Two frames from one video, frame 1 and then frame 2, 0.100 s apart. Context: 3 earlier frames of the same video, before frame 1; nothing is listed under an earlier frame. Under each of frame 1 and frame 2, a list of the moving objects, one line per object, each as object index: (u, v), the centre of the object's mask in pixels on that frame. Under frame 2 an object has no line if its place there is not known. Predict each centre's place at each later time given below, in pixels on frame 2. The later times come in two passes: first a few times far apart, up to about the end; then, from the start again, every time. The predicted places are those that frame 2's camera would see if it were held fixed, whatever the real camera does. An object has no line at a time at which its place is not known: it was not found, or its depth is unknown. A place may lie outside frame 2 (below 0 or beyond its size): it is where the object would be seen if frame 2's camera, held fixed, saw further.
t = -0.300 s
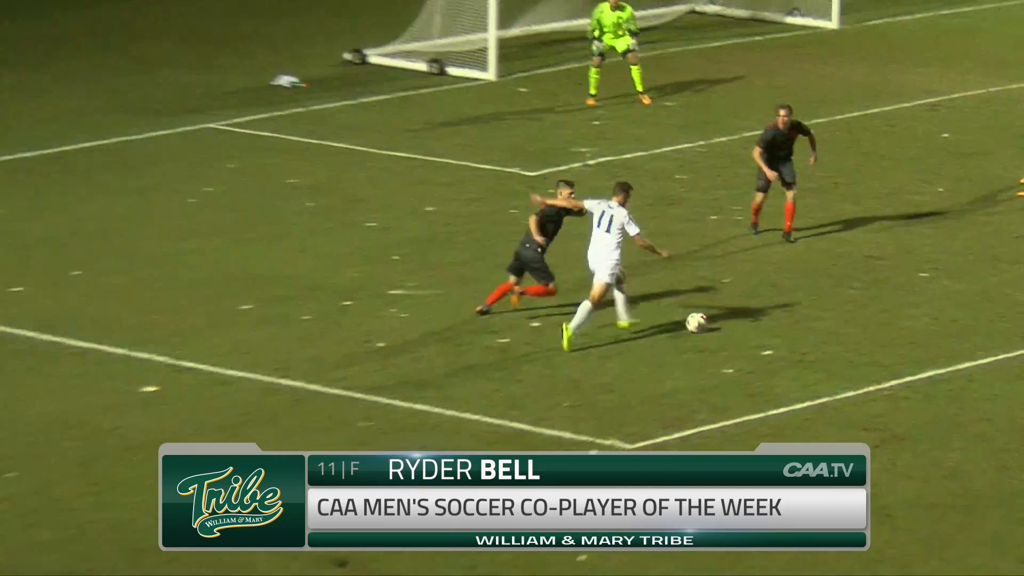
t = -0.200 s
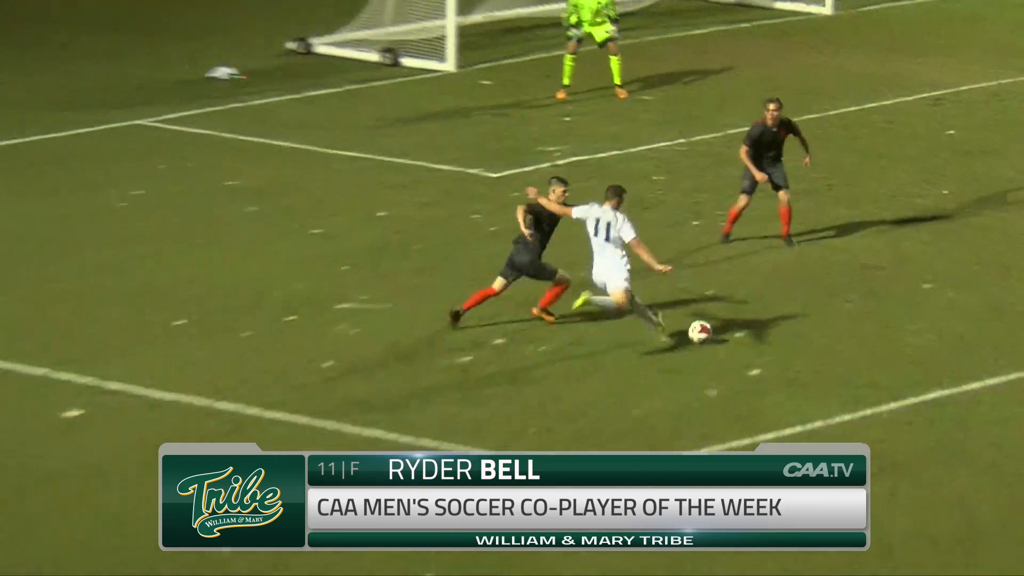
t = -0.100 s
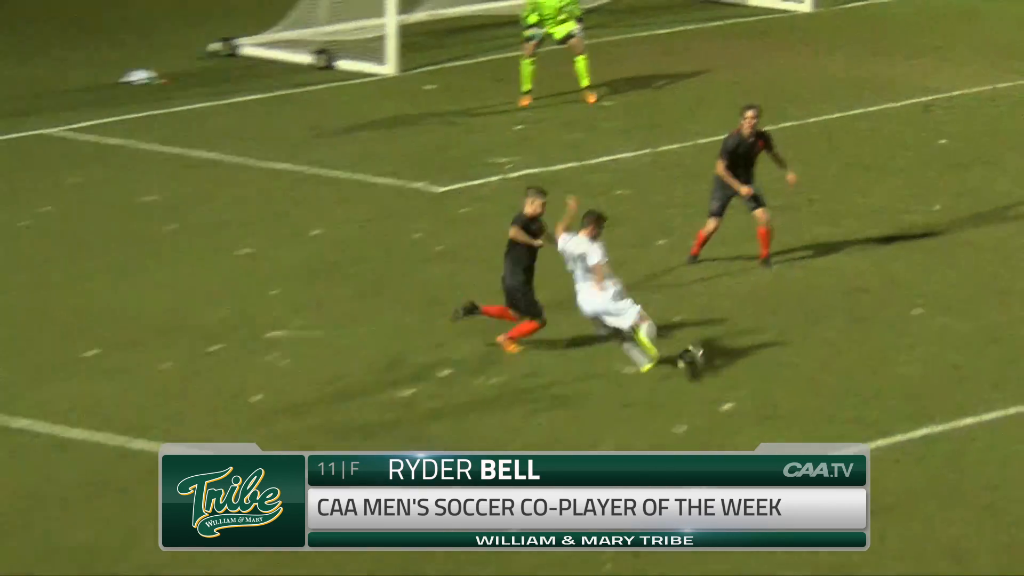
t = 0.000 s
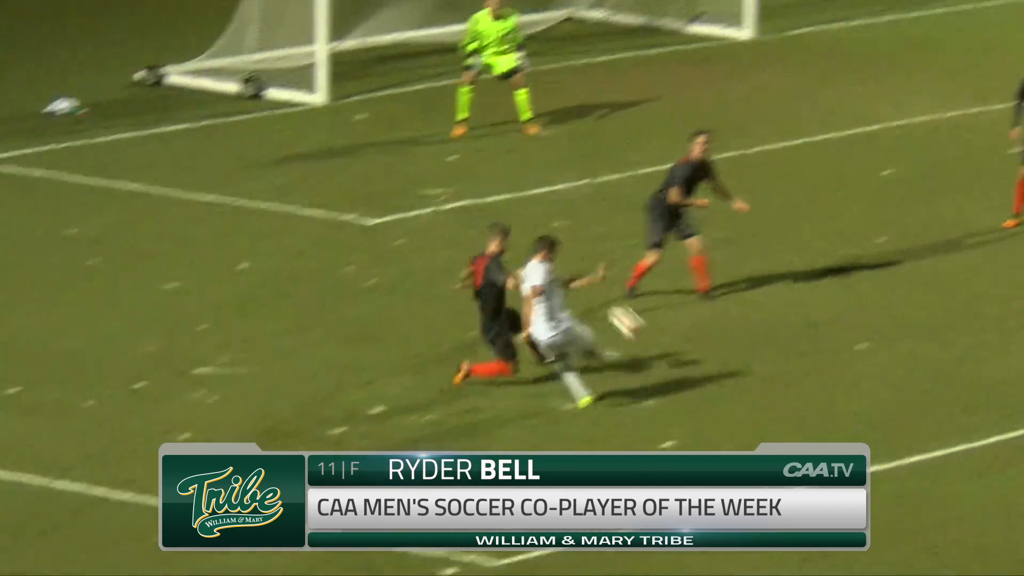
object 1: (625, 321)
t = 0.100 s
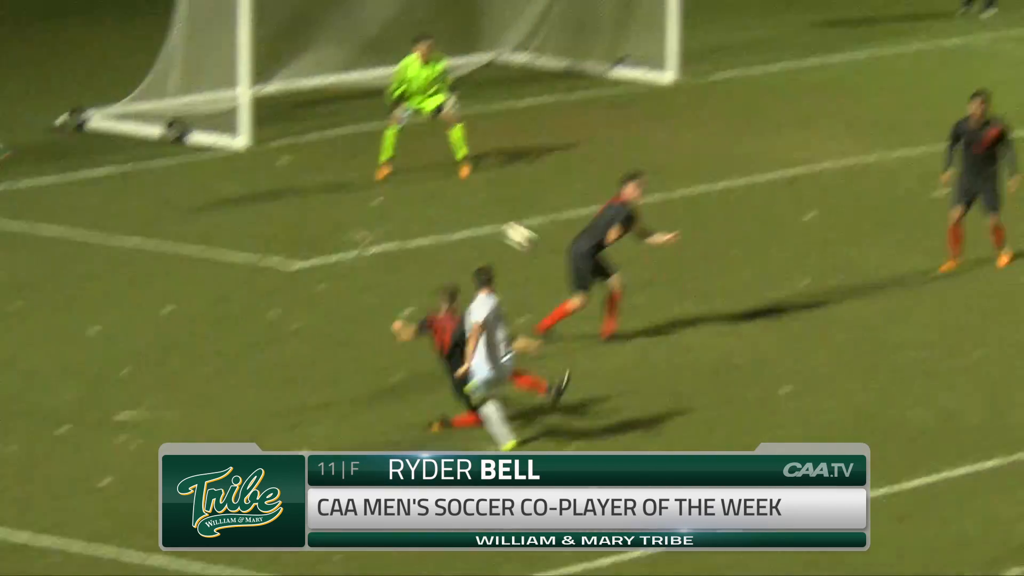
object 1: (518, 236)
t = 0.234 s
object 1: (493, 101)
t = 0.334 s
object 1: (486, 26)
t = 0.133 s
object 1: (509, 199)
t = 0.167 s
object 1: (503, 164)
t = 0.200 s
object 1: (498, 131)
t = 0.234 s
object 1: (493, 101)
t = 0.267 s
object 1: (489, 74)
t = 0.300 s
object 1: (488, 49)
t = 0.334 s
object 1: (486, 26)
